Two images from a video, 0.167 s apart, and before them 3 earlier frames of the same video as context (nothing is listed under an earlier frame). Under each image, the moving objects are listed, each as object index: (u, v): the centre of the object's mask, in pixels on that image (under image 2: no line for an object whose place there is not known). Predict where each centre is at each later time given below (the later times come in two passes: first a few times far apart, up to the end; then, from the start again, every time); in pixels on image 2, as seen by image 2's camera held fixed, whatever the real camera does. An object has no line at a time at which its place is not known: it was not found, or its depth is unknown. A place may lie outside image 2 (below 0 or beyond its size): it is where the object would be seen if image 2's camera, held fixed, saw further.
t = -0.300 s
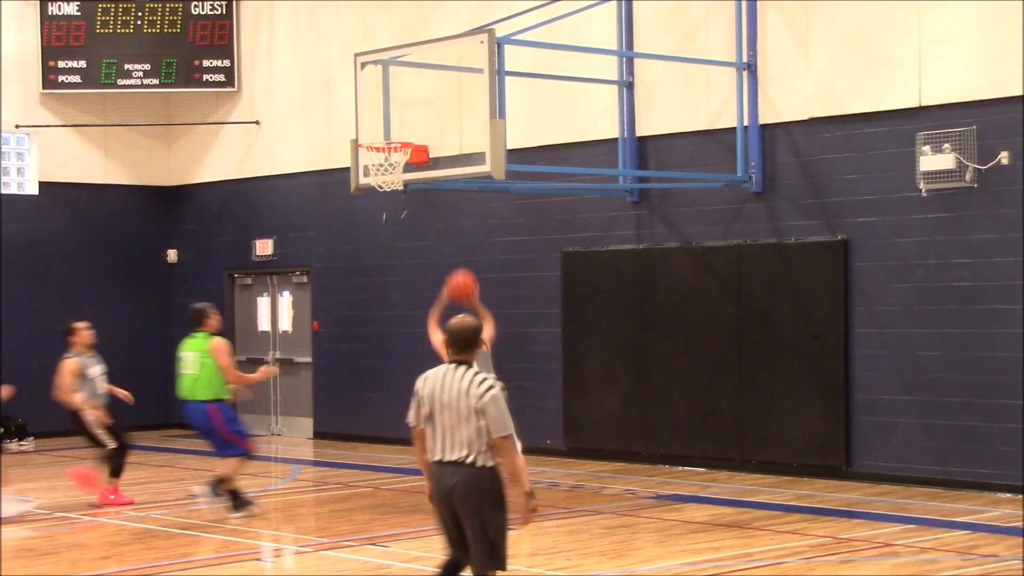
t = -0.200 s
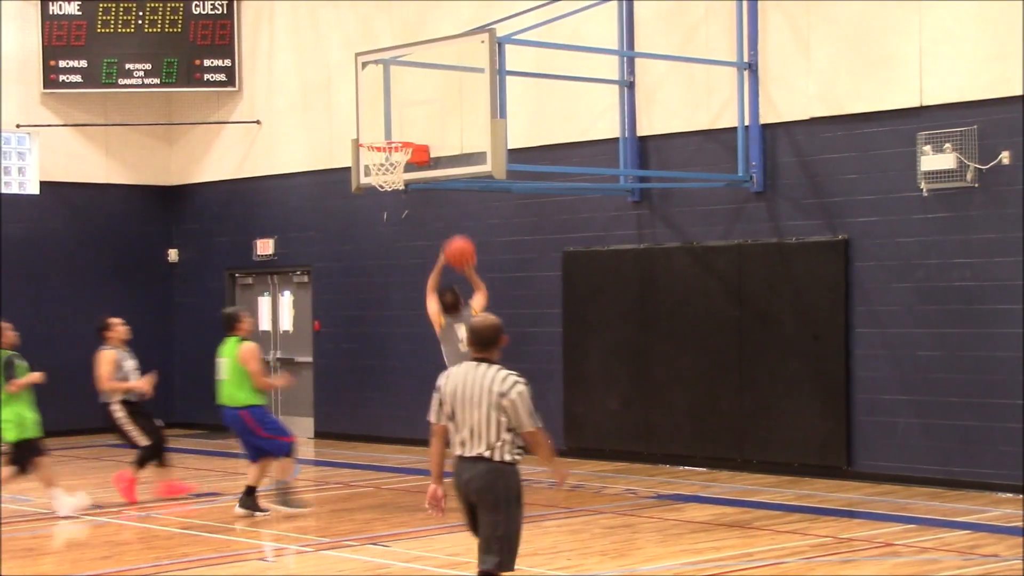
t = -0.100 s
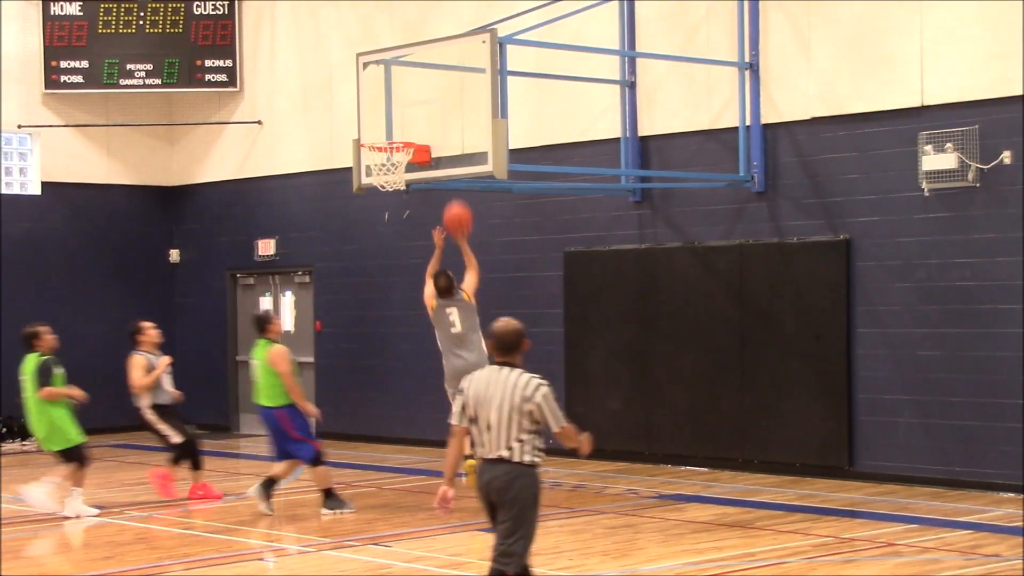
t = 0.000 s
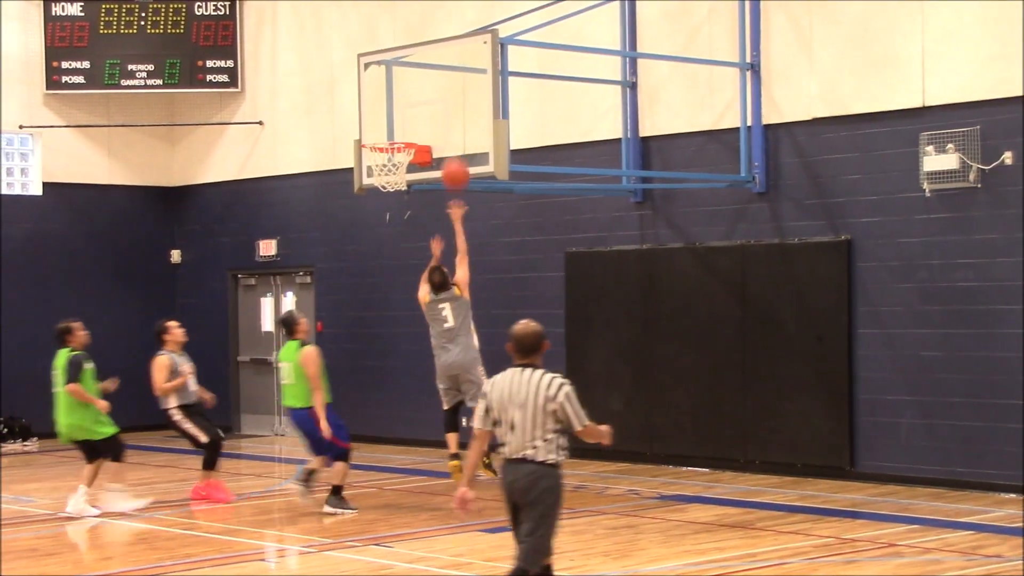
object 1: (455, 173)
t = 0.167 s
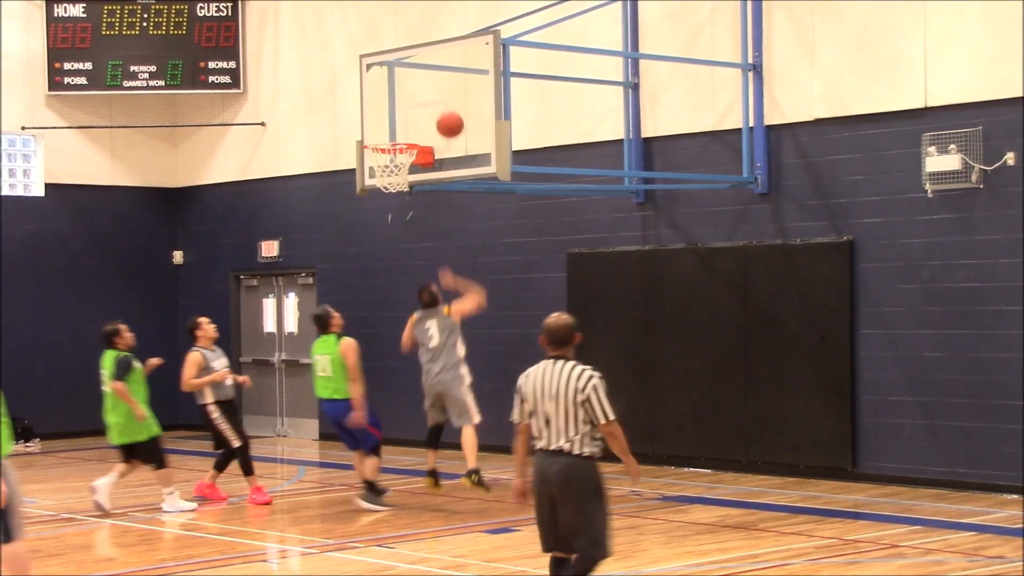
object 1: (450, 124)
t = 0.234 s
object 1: (440, 117)
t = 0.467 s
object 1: (388, 132)
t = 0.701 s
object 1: (397, 167)
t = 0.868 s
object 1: (394, 174)
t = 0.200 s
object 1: (447, 119)
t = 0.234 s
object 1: (440, 117)
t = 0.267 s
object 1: (432, 115)
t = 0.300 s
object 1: (424, 115)
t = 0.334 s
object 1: (417, 116)
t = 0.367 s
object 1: (409, 119)
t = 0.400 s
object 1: (402, 122)
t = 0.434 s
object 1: (395, 127)
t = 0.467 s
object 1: (388, 132)
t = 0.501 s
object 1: (382, 136)
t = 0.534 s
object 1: (385, 138)
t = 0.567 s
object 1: (389, 141)
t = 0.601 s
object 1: (393, 158)
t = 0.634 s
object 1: (395, 163)
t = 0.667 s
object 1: (396, 168)
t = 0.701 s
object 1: (397, 167)
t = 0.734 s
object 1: (400, 168)
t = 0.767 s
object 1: (398, 171)
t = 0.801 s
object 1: (397, 171)
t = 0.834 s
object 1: (396, 171)
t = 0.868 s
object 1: (394, 174)
